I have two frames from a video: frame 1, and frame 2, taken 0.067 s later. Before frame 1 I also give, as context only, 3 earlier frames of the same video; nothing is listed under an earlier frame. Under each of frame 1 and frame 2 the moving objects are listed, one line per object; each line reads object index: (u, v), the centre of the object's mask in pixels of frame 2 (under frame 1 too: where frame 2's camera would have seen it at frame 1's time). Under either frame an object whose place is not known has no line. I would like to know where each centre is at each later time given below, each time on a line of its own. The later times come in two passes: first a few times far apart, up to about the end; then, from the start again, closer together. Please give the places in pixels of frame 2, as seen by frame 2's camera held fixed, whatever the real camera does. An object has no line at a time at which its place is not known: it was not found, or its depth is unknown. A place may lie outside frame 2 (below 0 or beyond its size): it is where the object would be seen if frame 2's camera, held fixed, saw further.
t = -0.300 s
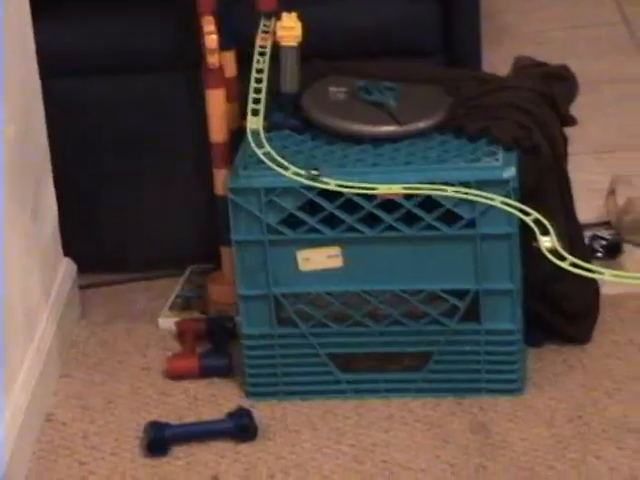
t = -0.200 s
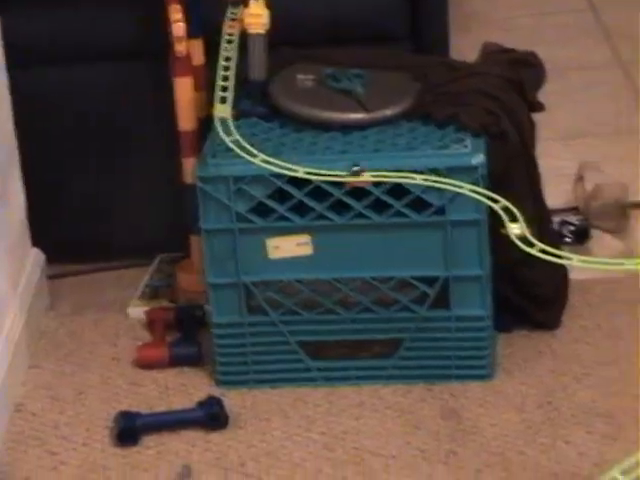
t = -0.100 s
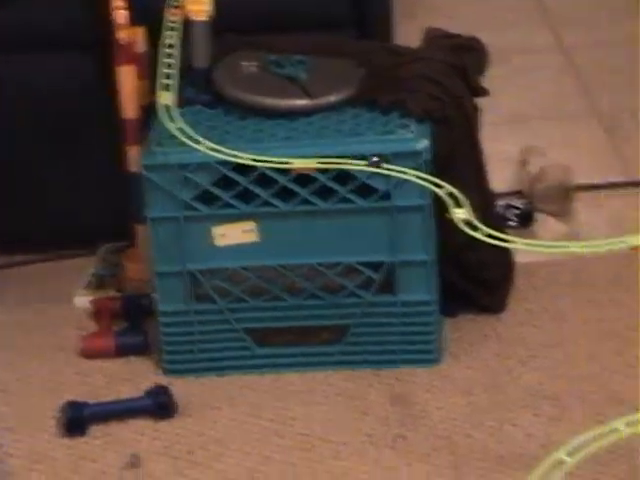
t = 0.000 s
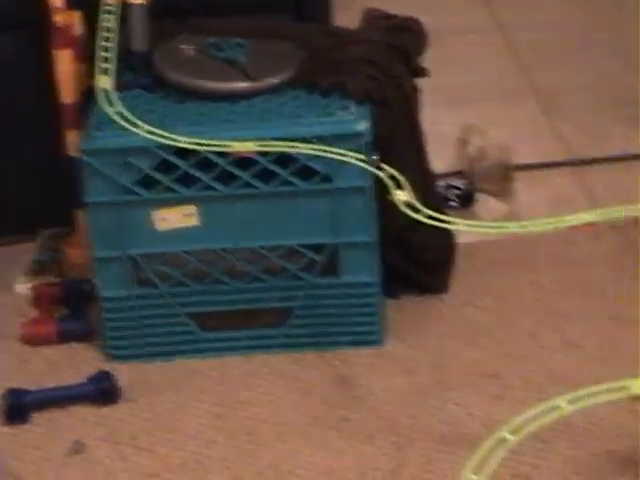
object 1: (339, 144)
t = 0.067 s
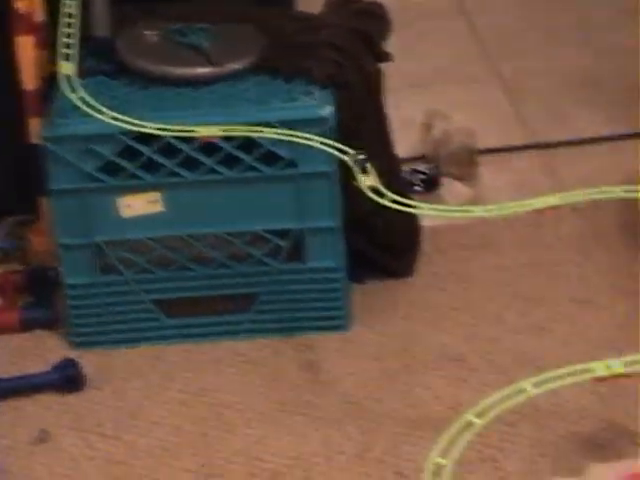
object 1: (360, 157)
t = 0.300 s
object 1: (425, 201)
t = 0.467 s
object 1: (521, 196)
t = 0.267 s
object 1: (409, 198)
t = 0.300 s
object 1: (425, 201)
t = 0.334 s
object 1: (444, 203)
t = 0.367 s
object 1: (463, 202)
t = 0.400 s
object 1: (482, 201)
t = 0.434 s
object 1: (502, 199)
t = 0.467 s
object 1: (521, 196)
